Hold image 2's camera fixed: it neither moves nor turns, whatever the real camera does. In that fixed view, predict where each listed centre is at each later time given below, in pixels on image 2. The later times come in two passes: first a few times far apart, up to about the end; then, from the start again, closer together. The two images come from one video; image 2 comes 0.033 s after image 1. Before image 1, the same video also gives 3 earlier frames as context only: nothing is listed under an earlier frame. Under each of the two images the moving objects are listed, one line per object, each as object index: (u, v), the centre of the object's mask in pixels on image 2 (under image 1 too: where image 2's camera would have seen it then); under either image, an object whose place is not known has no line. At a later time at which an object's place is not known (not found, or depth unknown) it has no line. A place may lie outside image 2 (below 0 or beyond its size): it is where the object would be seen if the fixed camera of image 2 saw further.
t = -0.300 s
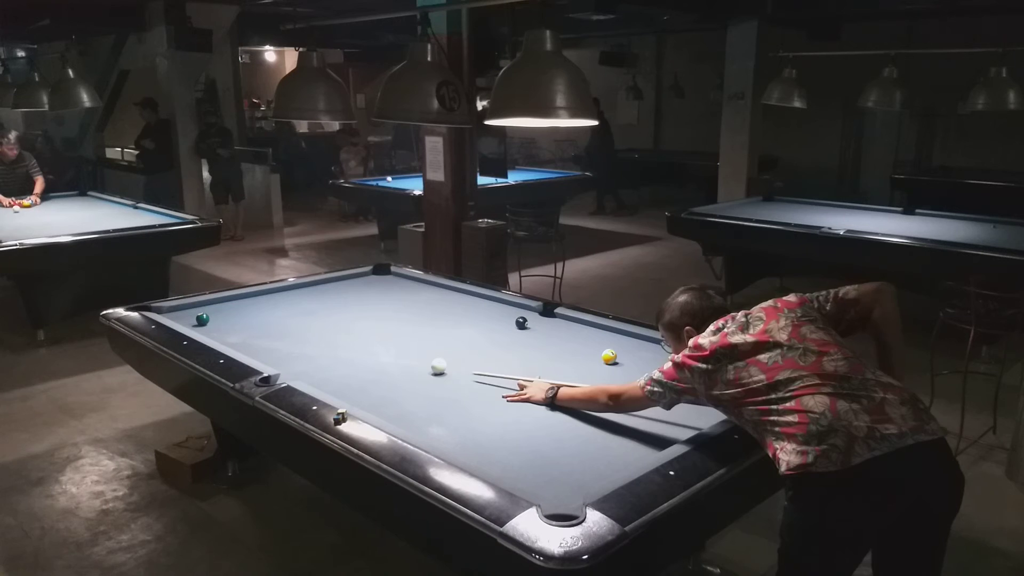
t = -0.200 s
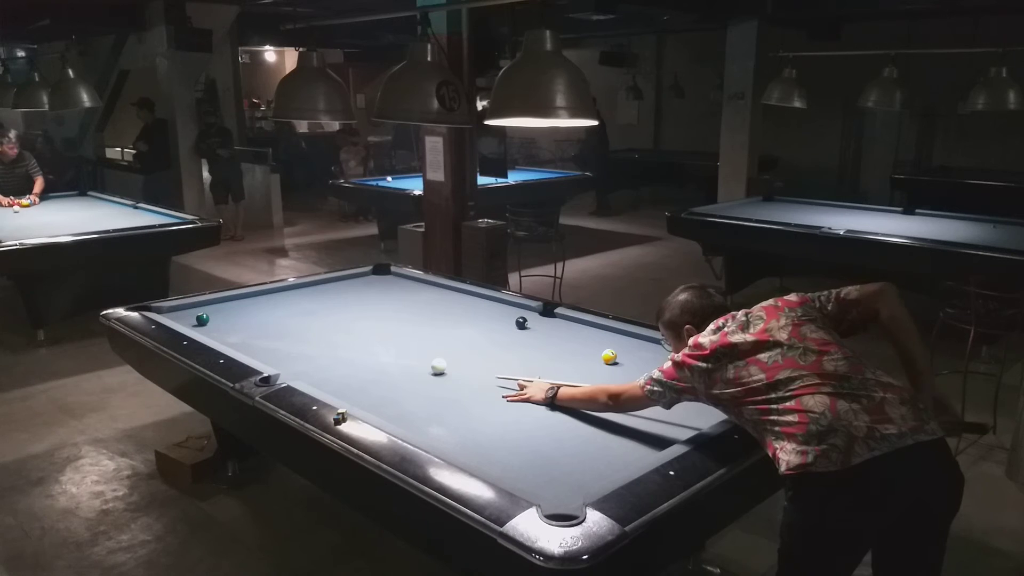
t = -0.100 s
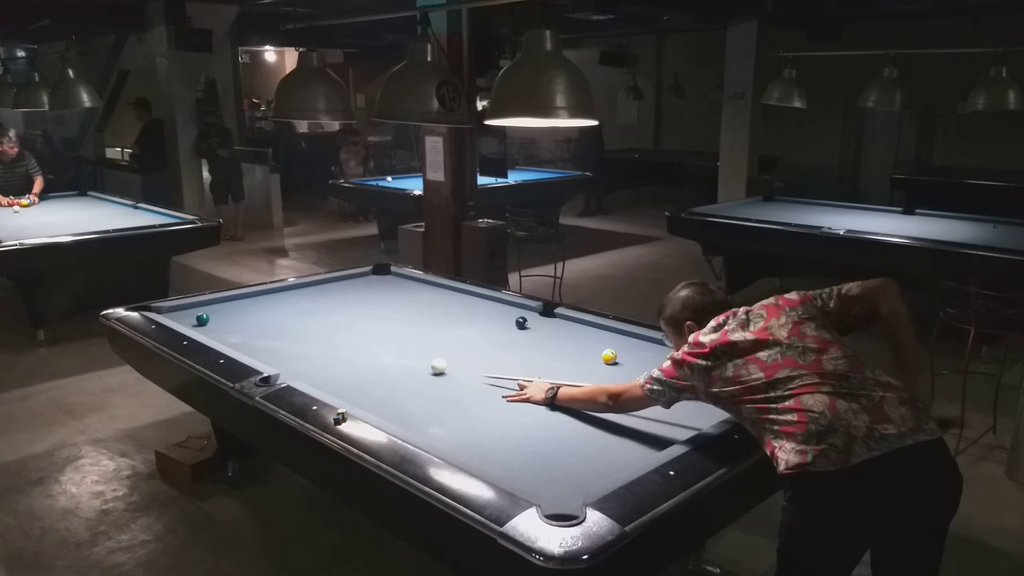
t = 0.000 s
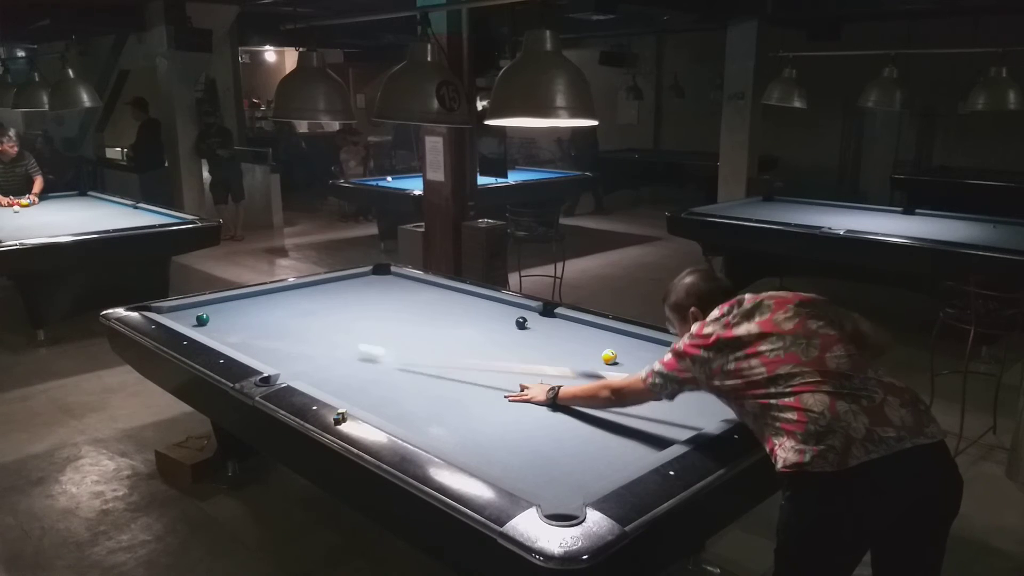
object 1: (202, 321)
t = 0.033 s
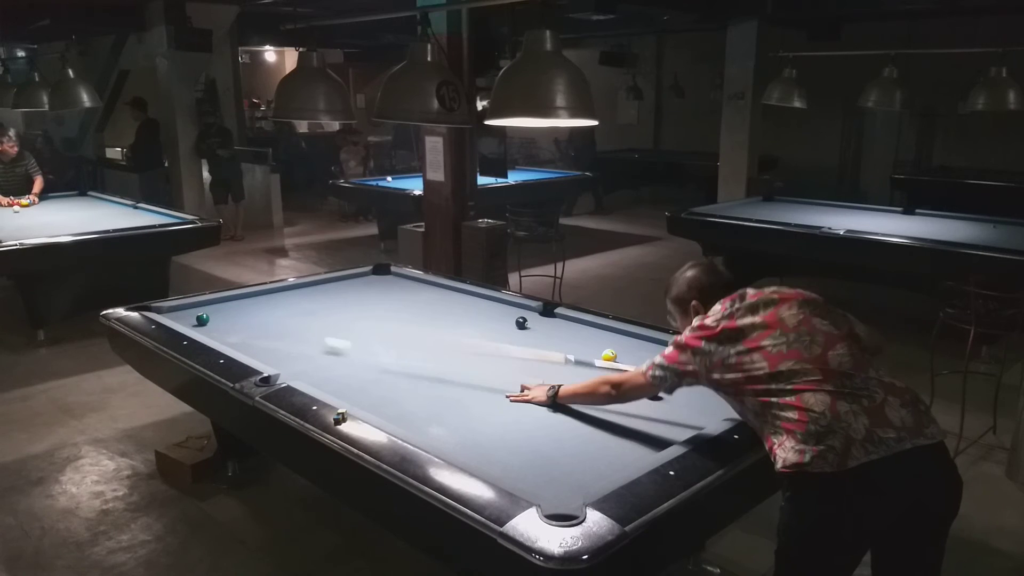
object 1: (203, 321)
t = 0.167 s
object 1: (202, 321)
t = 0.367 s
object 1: (173, 311)
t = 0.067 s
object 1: (203, 321)
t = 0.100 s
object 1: (203, 321)
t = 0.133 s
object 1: (203, 321)
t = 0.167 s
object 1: (202, 321)
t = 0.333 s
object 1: (168, 313)
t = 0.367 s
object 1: (173, 311)
